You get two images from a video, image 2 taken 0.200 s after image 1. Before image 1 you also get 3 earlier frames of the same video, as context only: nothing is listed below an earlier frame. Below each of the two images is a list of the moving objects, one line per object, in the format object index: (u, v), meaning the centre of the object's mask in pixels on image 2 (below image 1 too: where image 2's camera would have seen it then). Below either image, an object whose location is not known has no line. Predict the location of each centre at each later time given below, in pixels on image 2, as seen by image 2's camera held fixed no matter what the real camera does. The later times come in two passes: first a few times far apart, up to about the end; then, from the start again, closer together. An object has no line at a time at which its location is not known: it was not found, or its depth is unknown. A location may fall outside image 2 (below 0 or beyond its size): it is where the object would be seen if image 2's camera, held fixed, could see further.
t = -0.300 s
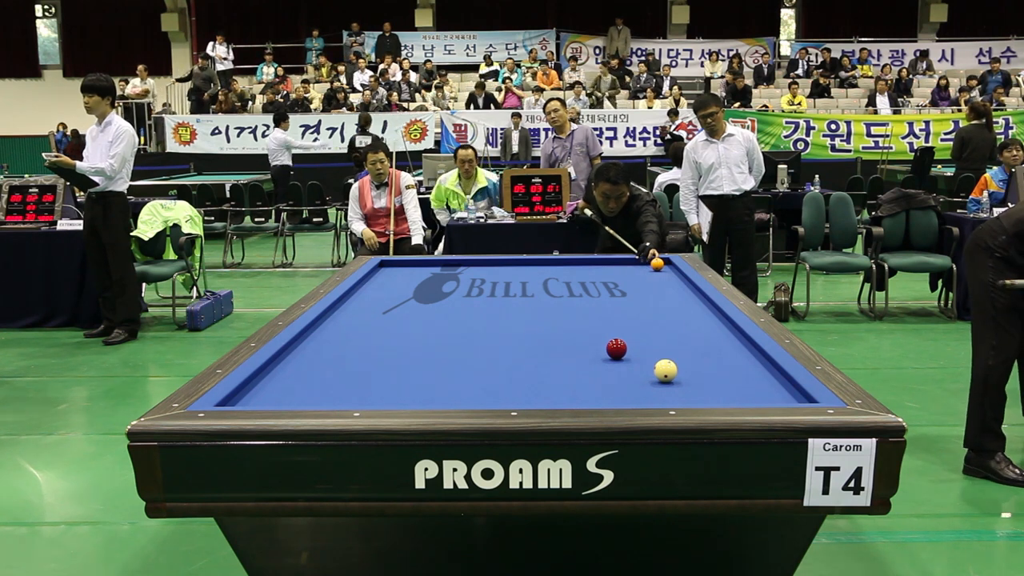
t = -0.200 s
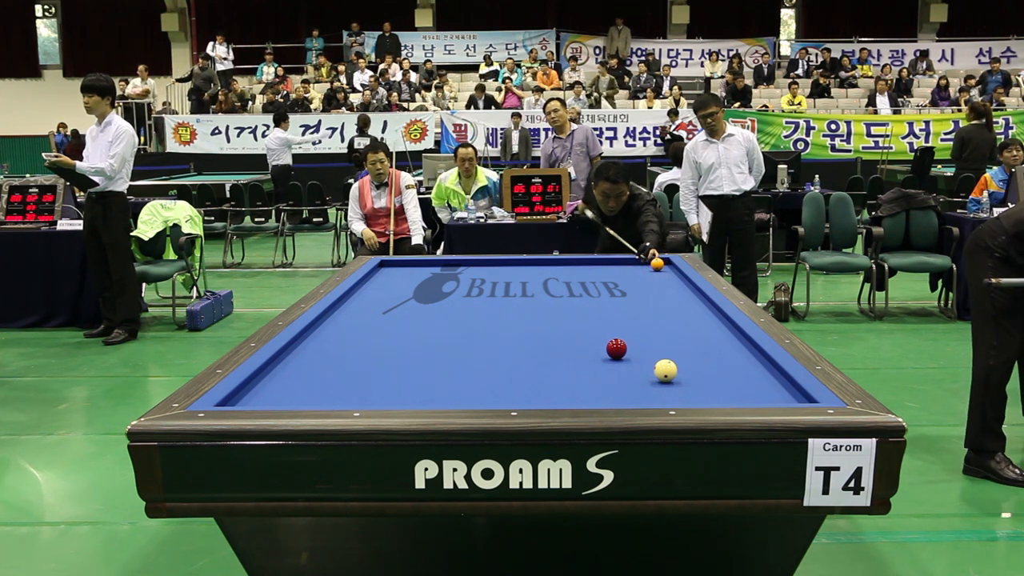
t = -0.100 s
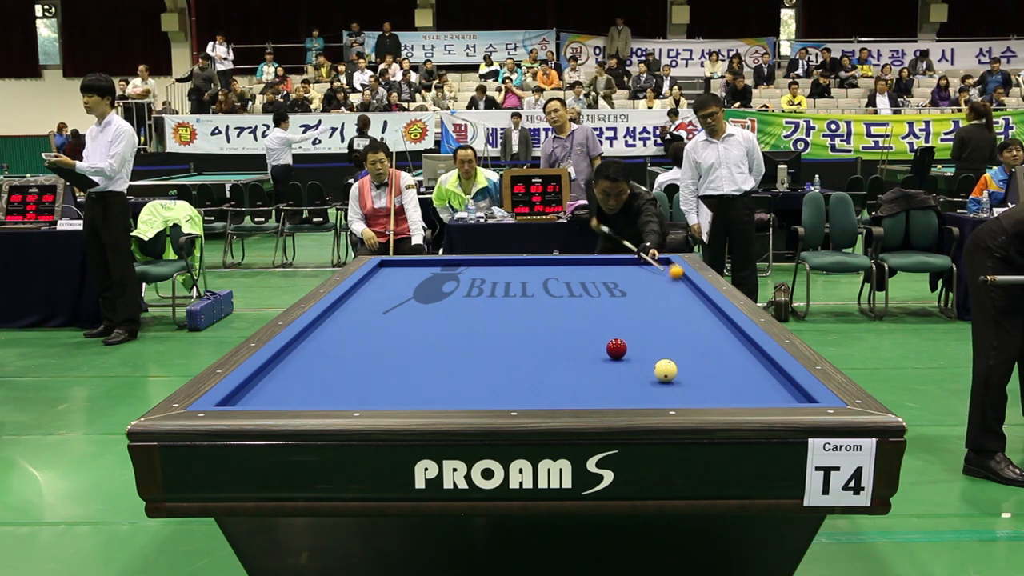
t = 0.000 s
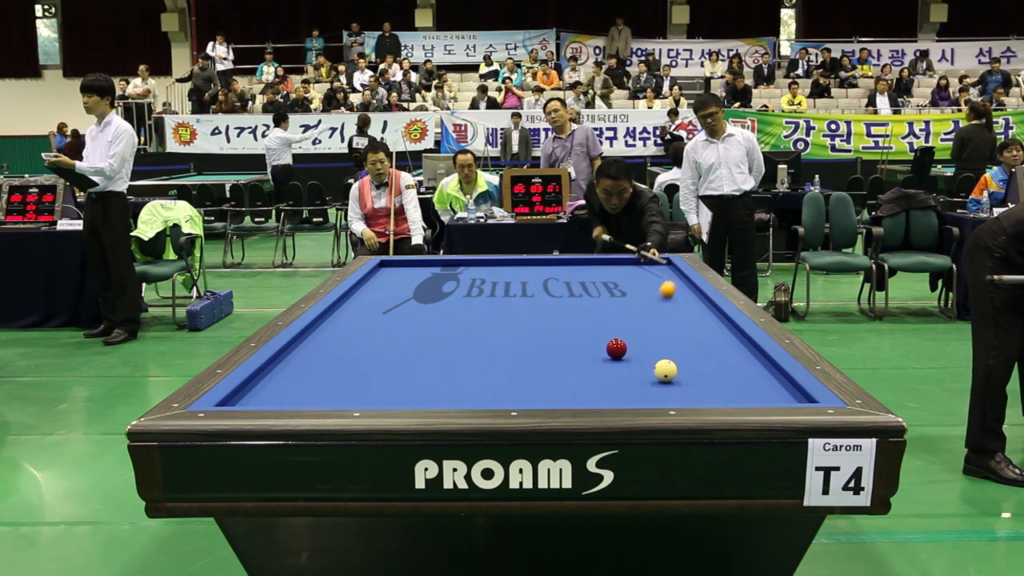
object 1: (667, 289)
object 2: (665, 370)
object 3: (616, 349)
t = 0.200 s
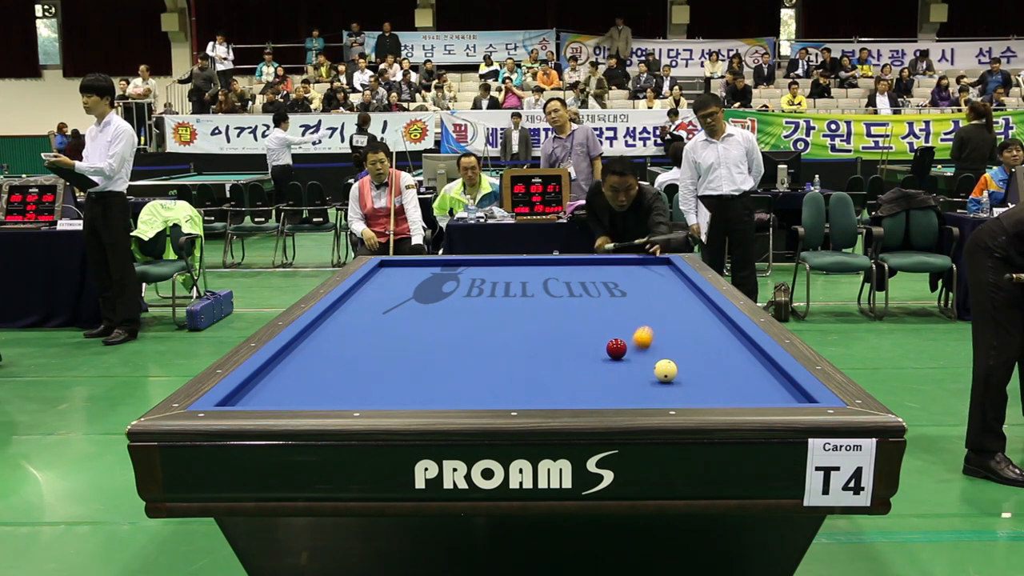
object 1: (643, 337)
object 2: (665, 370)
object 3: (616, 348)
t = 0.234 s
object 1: (638, 348)
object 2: (665, 370)
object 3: (615, 349)
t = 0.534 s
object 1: (491, 358)
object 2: (739, 373)
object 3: (558, 349)
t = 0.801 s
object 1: (359, 310)
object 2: (753, 375)
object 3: (511, 349)
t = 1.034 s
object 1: (420, 285)
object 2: (721, 376)
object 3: (472, 349)
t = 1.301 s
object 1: (503, 267)
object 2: (684, 377)
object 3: (429, 350)
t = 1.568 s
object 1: (573, 264)
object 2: (649, 379)
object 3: (387, 350)
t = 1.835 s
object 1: (661, 275)
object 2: (615, 380)
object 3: (346, 351)
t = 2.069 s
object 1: (646, 285)
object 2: (586, 381)
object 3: (312, 351)
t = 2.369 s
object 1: (593, 299)
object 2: (550, 382)
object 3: (300, 351)
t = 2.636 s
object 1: (540, 313)
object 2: (519, 384)
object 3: (322, 351)
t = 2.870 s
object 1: (487, 328)
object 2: (493, 384)
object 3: (340, 351)
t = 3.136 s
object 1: (418, 346)
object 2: (464, 385)
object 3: (359, 352)
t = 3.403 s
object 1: (335, 369)
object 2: (436, 386)
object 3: (378, 351)
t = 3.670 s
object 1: (240, 394)
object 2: (410, 387)
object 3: (395, 351)
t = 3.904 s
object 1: (270, 397)
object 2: (388, 388)
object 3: (409, 352)
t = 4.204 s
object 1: (297, 385)
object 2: (361, 390)
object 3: (426, 352)
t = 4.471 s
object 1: (317, 376)
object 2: (338, 391)
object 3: (441, 352)
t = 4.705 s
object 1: (333, 368)
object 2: (320, 391)
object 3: (452, 352)
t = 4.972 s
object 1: (351, 360)
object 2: (300, 392)
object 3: (464, 352)
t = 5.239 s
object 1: (366, 353)
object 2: (281, 393)
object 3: (475, 352)
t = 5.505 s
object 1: (380, 347)
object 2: (263, 394)
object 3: (486, 352)
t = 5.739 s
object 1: (392, 341)
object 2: (248, 394)
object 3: (493, 353)
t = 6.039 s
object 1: (405, 335)
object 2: (245, 395)
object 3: (502, 353)
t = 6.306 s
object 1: (416, 330)
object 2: (252, 395)
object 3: (509, 353)
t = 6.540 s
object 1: (425, 326)
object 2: (257, 395)
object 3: (514, 353)
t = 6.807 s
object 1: (434, 322)
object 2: (262, 395)
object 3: (518, 354)
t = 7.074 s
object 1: (443, 318)
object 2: (265, 395)
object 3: (521, 354)
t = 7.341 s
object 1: (451, 315)
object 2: (267, 395)
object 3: (524, 354)
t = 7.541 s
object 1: (457, 312)
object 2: (268, 395)
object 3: (525, 354)
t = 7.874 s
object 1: (465, 308)
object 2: (268, 395)
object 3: (526, 354)
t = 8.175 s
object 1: (472, 305)
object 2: (268, 395)
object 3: (526, 354)
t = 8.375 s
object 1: (476, 303)
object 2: (268, 395)
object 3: (526, 354)
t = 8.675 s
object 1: (482, 300)
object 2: (268, 395)
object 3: (526, 354)
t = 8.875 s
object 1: (486, 299)
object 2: (268, 395)
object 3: (526, 354)
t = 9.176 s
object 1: (490, 296)
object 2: (268, 395)
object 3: (526, 354)
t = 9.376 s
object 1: (493, 295)
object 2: (268, 395)
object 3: (526, 354)
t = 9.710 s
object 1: (498, 293)
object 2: (268, 395)
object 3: (526, 354)
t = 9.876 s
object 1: (500, 292)
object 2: (268, 395)
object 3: (526, 354)
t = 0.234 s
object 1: (638, 348)
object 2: (665, 370)
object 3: (615, 349)
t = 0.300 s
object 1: (640, 372)
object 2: (669, 370)
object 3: (600, 348)
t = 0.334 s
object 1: (630, 385)
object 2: (680, 370)
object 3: (593, 349)
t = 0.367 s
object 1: (620, 395)
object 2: (691, 371)
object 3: (587, 349)
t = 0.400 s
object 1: (593, 394)
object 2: (702, 371)
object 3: (581, 349)
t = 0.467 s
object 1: (538, 375)
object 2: (721, 372)
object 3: (569, 349)
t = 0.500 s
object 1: (514, 366)
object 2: (730, 372)
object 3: (563, 349)
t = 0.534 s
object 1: (491, 358)
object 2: (739, 373)
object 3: (558, 349)
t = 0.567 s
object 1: (470, 350)
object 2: (748, 373)
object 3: (552, 349)
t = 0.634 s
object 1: (433, 336)
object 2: (766, 373)
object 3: (540, 349)
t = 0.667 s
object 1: (416, 330)
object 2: (774, 374)
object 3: (534, 349)
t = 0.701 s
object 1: (400, 324)
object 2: (772, 374)
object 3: (529, 349)
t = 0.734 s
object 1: (386, 319)
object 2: (765, 374)
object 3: (523, 349)
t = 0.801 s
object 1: (359, 310)
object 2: (753, 375)
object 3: (511, 349)
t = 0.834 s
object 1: (346, 305)
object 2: (749, 375)
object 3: (506, 349)
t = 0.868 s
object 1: (344, 302)
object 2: (744, 375)
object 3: (500, 349)
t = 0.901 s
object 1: (361, 298)
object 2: (739, 375)
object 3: (495, 349)
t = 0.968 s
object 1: (393, 292)
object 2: (730, 376)
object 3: (483, 349)
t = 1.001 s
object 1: (407, 288)
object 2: (725, 376)
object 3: (478, 349)
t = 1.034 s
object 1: (420, 285)
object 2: (721, 376)
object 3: (472, 349)
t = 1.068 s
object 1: (433, 283)
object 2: (716, 376)
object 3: (467, 349)
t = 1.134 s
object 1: (457, 277)
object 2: (707, 376)
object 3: (456, 350)
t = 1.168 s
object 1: (467, 275)
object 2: (702, 377)
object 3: (451, 350)
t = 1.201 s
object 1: (477, 273)
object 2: (698, 377)
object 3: (445, 350)
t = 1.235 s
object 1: (486, 271)
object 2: (694, 377)
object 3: (440, 350)
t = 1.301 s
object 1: (503, 267)
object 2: (684, 377)
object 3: (429, 350)
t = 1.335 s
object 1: (511, 265)
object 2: (680, 377)
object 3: (424, 350)
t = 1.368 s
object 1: (518, 263)
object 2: (676, 378)
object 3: (418, 350)
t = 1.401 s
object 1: (526, 261)
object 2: (671, 378)
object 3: (413, 350)
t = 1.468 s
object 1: (543, 260)
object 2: (662, 378)
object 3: (403, 350)
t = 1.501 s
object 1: (553, 262)
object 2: (658, 378)
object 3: (397, 350)
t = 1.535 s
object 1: (562, 263)
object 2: (653, 378)
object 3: (392, 350)
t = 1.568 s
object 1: (573, 264)
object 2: (649, 379)
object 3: (387, 350)
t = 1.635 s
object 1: (594, 267)
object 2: (641, 379)
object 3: (377, 350)
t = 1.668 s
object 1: (605, 269)
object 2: (637, 379)
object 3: (371, 350)
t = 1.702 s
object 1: (616, 270)
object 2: (632, 379)
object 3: (366, 350)
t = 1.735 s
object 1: (627, 271)
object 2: (628, 379)
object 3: (361, 350)
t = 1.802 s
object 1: (649, 274)
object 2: (619, 380)
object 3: (351, 351)
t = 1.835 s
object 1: (661, 275)
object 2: (615, 380)
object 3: (346, 351)
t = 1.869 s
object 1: (672, 276)
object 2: (611, 380)
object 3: (341, 351)
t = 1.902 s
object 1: (681, 278)
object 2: (607, 380)
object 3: (336, 351)
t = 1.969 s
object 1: (667, 280)
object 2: (599, 381)
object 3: (326, 351)
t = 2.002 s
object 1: (660, 282)
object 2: (594, 381)
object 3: (321, 351)
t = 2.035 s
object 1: (652, 284)
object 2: (590, 381)
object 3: (317, 351)
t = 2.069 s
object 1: (646, 285)
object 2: (586, 381)
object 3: (312, 351)
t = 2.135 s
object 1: (634, 288)
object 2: (578, 381)
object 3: (302, 351)
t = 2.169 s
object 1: (628, 289)
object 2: (574, 382)
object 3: (297, 351)
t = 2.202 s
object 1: (622, 291)
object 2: (570, 382)
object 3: (292, 351)
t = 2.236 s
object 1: (617, 292)
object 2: (566, 382)
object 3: (289, 351)
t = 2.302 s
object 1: (605, 296)
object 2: (558, 382)
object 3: (295, 351)
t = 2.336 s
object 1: (599, 297)
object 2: (554, 382)
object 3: (298, 351)
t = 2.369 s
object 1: (593, 299)
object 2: (550, 382)
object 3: (300, 351)
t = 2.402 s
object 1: (586, 301)
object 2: (546, 383)
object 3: (303, 351)
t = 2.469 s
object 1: (574, 304)
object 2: (538, 383)
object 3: (309, 351)
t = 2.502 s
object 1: (567, 306)
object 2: (534, 383)
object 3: (311, 351)
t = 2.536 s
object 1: (561, 308)
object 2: (531, 383)
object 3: (314, 351)
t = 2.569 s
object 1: (554, 309)
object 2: (527, 383)
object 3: (317, 351)
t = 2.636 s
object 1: (540, 313)
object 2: (519, 384)
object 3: (322, 351)
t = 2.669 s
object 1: (533, 315)
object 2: (515, 384)
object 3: (325, 351)
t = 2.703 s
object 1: (526, 317)
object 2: (511, 384)
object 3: (327, 351)
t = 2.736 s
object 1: (518, 319)
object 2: (508, 384)
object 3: (330, 351)
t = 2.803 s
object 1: (503, 323)
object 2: (500, 384)
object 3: (335, 351)
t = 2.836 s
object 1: (495, 325)
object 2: (496, 384)
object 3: (337, 351)
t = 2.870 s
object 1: (487, 328)
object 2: (493, 384)
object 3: (340, 351)
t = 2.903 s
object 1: (479, 330)
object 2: (489, 385)
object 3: (342, 351)
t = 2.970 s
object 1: (462, 334)
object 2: (482, 385)
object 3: (347, 351)
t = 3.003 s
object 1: (454, 337)
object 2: (478, 385)
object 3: (350, 351)
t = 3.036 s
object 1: (445, 339)
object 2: (475, 385)
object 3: (352, 351)
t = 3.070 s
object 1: (436, 342)
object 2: (471, 385)
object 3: (354, 351)
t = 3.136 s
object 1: (418, 346)
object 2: (464, 385)
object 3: (359, 352)
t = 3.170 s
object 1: (408, 349)
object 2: (461, 386)
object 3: (362, 351)
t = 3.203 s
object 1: (398, 352)
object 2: (457, 385)
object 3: (364, 351)
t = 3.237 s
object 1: (389, 355)
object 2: (454, 385)
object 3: (366, 351)
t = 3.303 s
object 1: (368, 360)
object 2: (447, 386)
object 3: (372, 347)
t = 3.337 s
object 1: (357, 363)
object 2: (443, 386)
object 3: (374, 351)
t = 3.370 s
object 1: (347, 366)
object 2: (440, 386)
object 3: (375, 352)
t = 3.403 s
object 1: (335, 369)
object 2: (436, 386)
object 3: (378, 351)
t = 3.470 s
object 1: (313, 375)
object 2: (430, 387)
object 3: (382, 352)
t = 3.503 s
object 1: (301, 378)
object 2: (426, 387)
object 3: (384, 352)
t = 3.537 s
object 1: (289, 381)
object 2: (423, 387)
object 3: (386, 352)
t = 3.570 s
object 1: (277, 385)
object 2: (420, 387)
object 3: (388, 351)
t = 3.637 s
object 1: (250, 391)
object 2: (413, 387)
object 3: (393, 351)
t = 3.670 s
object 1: (240, 394)
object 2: (410, 387)
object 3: (395, 351)
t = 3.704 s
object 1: (243, 396)
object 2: (407, 388)
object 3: (397, 352)
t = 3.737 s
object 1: (248, 398)
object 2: (403, 388)
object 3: (399, 351)
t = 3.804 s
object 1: (256, 400)
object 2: (397, 388)
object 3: (403, 352)
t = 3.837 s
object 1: (261, 399)
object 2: (394, 388)
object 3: (405, 352)
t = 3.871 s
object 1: (266, 398)
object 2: (391, 388)
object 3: (407, 352)
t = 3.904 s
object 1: (270, 397)
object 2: (388, 388)
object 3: (409, 352)
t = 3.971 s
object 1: (277, 394)
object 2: (382, 389)
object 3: (413, 352)
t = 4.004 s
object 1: (280, 393)
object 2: (379, 389)
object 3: (415, 352)
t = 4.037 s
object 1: (283, 392)
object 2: (376, 389)
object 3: (417, 352)
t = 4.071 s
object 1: (286, 391)
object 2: (373, 389)
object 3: (419, 352)
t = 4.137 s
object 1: (292, 388)
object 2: (367, 389)
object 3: (423, 352)
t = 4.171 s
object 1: (294, 387)
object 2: (364, 389)
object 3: (425, 352)
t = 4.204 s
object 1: (297, 385)
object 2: (361, 390)
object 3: (426, 352)
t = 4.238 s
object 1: (300, 384)
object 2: (358, 390)
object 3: (428, 352)
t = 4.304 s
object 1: (305, 382)
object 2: (352, 390)
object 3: (432, 352)
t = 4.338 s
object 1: (307, 380)
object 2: (349, 390)
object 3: (434, 352)
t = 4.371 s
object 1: (310, 379)
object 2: (347, 390)
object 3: (435, 352)
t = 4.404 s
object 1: (313, 378)
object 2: (344, 390)
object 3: (437, 352)
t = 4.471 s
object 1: (317, 376)
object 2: (338, 391)
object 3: (441, 352)
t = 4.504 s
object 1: (319, 374)
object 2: (336, 391)
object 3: (443, 352)
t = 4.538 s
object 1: (321, 373)
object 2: (333, 391)
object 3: (444, 352)
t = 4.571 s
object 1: (324, 371)
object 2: (330, 391)
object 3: (446, 352)
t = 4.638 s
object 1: (329, 370)
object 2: (325, 392)
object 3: (449, 352)
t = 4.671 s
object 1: (332, 369)
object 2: (322, 391)
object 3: (451, 352)
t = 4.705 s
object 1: (333, 368)
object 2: (320, 391)
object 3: (452, 352)
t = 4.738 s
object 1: (336, 367)
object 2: (317, 392)
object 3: (454, 352)
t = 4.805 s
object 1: (340, 365)
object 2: (312, 392)
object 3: (457, 352)
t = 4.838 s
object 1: (342, 364)
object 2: (310, 392)
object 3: (459, 352)
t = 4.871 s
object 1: (344, 363)
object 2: (307, 392)
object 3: (460, 352)
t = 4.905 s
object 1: (346, 363)
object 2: (305, 392)
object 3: (462, 352)
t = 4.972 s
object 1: (351, 360)
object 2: (300, 392)
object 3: (464, 352)
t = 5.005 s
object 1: (353, 359)
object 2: (297, 392)
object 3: (466, 352)
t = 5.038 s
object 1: (354, 359)
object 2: (295, 392)
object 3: (467, 352)
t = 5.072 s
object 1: (356, 358)
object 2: (292, 392)
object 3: (469, 352)
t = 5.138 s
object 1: (360, 356)
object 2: (287, 393)
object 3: (472, 352)
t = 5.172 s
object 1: (362, 355)
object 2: (285, 393)
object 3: (473, 352)
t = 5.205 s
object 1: (364, 354)
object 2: (283, 393)
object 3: (474, 352)
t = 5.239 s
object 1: (366, 353)
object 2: (281, 393)
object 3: (475, 352)
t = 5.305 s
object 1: (370, 352)
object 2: (276, 393)
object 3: (478, 352)
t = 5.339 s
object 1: (372, 351)
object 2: (274, 393)
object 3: (479, 352)
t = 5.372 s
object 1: (373, 350)
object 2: (272, 393)
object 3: (481, 352)
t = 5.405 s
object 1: (375, 349)
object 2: (270, 394)
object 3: (482, 352)
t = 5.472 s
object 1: (379, 347)
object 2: (265, 394)
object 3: (484, 352)
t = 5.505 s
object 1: (380, 347)
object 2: (263, 394)
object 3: (486, 352)
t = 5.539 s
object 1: (382, 346)
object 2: (261, 394)
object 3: (487, 352)
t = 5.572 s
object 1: (384, 345)
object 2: (259, 394)
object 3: (488, 352)
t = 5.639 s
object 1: (387, 344)
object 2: (255, 394)
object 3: (490, 352)
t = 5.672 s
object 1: (388, 343)
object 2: (252, 394)
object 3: (491, 353)
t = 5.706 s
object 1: (390, 342)
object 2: (251, 394)
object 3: (492, 352)
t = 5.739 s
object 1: (392, 341)
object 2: (248, 394)
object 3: (493, 353)
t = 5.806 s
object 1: (395, 340)
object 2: (245, 394)
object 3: (496, 353)
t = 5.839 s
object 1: (396, 339)
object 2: (243, 394)
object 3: (497, 353)
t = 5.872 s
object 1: (398, 339)
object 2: (241, 394)
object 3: (498, 353)
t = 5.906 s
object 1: (399, 338)
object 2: (241, 394)
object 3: (498, 353)
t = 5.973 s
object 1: (402, 337)
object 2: (243, 394)
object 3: (500, 353)
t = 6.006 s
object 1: (404, 336)
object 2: (244, 394)
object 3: (501, 353)
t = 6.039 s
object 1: (405, 335)
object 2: (245, 395)
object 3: (502, 353)
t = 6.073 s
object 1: (406, 335)
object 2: (246, 395)
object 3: (503, 353)
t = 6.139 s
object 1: (409, 333)
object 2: (248, 395)
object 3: (505, 353)
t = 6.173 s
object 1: (411, 333)
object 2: (248, 395)
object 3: (506, 353)
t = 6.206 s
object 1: (412, 332)
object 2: (249, 395)
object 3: (507, 353)
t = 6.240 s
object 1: (413, 331)
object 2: (250, 395)
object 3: (507, 353)
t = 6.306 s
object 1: (416, 330)
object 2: (252, 395)
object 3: (509, 353)
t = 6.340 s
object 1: (417, 330)
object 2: (252, 395)
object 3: (510, 353)
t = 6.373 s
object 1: (419, 329)
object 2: (253, 395)
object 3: (510, 353)
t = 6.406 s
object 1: (420, 329)
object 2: (254, 395)
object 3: (511, 353)
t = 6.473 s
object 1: (423, 327)
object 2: (255, 395)
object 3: (512, 353)
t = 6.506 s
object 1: (424, 327)
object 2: (256, 395)
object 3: (513, 353)
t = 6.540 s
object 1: (425, 326)
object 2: (257, 395)
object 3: (514, 353)
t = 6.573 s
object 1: (426, 326)
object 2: (257, 395)
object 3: (514, 353)
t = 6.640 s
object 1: (429, 325)
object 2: (259, 395)
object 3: (515, 353)
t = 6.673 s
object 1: (430, 324)
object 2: (259, 395)
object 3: (516, 353)
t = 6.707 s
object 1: (431, 324)
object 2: (260, 395)
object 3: (516, 353)
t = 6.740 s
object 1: (432, 323)
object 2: (260, 395)
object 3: (517, 354)
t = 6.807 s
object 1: (434, 322)
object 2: (262, 395)
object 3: (518, 354)
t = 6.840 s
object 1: (435, 322)
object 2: (262, 395)
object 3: (519, 354)
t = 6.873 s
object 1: (437, 321)
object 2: (262, 395)
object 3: (519, 354)
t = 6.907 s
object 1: (438, 320)
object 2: (263, 395)
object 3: (519, 354)
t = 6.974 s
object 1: (440, 319)
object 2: (264, 395)
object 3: (520, 354)
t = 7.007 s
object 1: (441, 319)
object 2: (264, 395)
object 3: (521, 354)
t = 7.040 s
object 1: (442, 319)
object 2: (264, 395)
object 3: (521, 354)
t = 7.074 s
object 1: (443, 318)
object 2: (265, 395)
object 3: (521, 354)
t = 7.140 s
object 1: (445, 317)
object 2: (265, 395)
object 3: (522, 354)
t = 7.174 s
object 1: (446, 317)
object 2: (266, 395)
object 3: (522, 354)
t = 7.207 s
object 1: (447, 316)
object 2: (266, 395)
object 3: (523, 354)
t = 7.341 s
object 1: (451, 315)
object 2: (267, 395)
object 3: (524, 354)
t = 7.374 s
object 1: (452, 314)
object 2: (267, 395)
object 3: (524, 354)
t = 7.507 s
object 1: (456, 312)
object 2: (268, 395)
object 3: (524, 354)
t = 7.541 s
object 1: (457, 312)
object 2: (268, 395)
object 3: (525, 354)
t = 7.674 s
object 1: (460, 310)
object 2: (268, 395)
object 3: (525, 354)
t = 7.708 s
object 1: (461, 310)
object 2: (268, 395)
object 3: (525, 354)
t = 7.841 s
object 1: (465, 308)
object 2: (268, 395)
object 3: (526, 354)
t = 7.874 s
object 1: (465, 308)
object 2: (268, 395)
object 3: (526, 354)
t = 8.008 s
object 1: (468, 307)
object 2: (268, 395)
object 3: (526, 354)
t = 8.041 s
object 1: (469, 306)
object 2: (268, 395)
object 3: (526, 354)
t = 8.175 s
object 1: (472, 305)
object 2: (268, 395)
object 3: (526, 354)
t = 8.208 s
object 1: (473, 305)
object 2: (268, 395)
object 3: (526, 354)
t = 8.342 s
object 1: (476, 303)
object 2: (268, 395)
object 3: (526, 354)
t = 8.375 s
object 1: (476, 303)
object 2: (268, 395)
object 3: (526, 354)
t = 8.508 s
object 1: (479, 302)
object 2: (268, 395)
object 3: (526, 354)
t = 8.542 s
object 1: (480, 302)
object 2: (268, 395)
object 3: (526, 354)
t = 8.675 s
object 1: (482, 300)
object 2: (268, 395)
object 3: (526, 354)
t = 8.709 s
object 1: (483, 300)
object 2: (268, 395)
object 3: (526, 354)
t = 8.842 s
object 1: (485, 299)
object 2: (268, 395)
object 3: (526, 354)
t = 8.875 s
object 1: (486, 299)
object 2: (268, 395)
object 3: (526, 354)
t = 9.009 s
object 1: (488, 298)
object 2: (268, 395)
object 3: (526, 354)
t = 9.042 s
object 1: (489, 297)
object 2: (268, 395)
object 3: (526, 354)
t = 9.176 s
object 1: (490, 296)
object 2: (268, 395)
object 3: (526, 354)
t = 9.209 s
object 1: (491, 296)
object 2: (268, 395)
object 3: (526, 354)
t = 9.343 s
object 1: (493, 295)
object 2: (268, 395)
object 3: (526, 354)
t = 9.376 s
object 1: (493, 295)
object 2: (268, 395)
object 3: (526, 354)
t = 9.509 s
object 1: (495, 294)
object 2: (268, 395)
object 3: (526, 354)
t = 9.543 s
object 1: (496, 294)
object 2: (268, 395)
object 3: (526, 354)
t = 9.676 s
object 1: (498, 293)
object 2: (268, 395)
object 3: (526, 354)
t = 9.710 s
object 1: (498, 293)
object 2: (268, 395)
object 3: (526, 354)
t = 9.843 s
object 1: (500, 292)
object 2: (268, 395)
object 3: (526, 354)
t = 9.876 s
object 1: (500, 292)
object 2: (268, 395)
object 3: (526, 354)
